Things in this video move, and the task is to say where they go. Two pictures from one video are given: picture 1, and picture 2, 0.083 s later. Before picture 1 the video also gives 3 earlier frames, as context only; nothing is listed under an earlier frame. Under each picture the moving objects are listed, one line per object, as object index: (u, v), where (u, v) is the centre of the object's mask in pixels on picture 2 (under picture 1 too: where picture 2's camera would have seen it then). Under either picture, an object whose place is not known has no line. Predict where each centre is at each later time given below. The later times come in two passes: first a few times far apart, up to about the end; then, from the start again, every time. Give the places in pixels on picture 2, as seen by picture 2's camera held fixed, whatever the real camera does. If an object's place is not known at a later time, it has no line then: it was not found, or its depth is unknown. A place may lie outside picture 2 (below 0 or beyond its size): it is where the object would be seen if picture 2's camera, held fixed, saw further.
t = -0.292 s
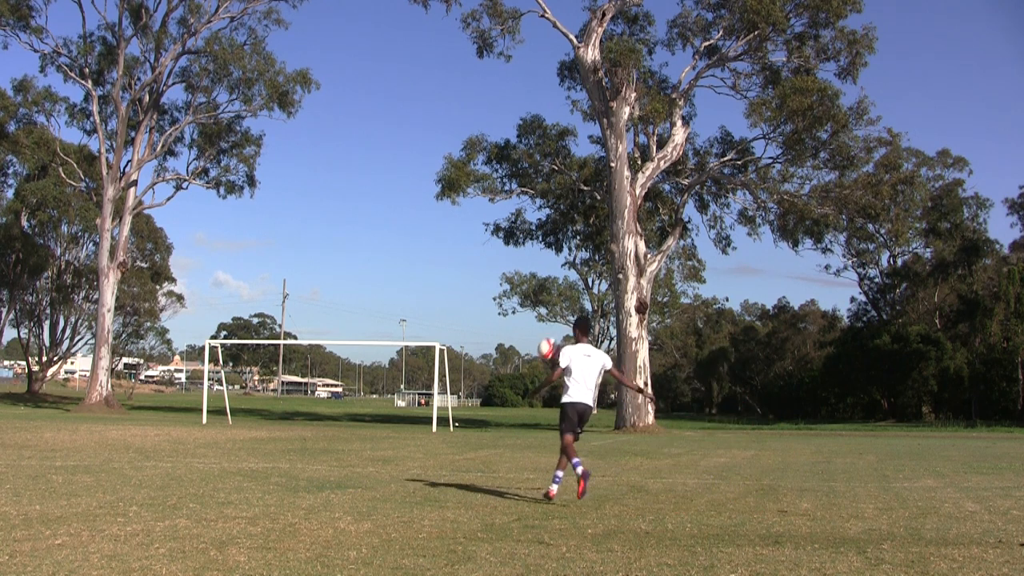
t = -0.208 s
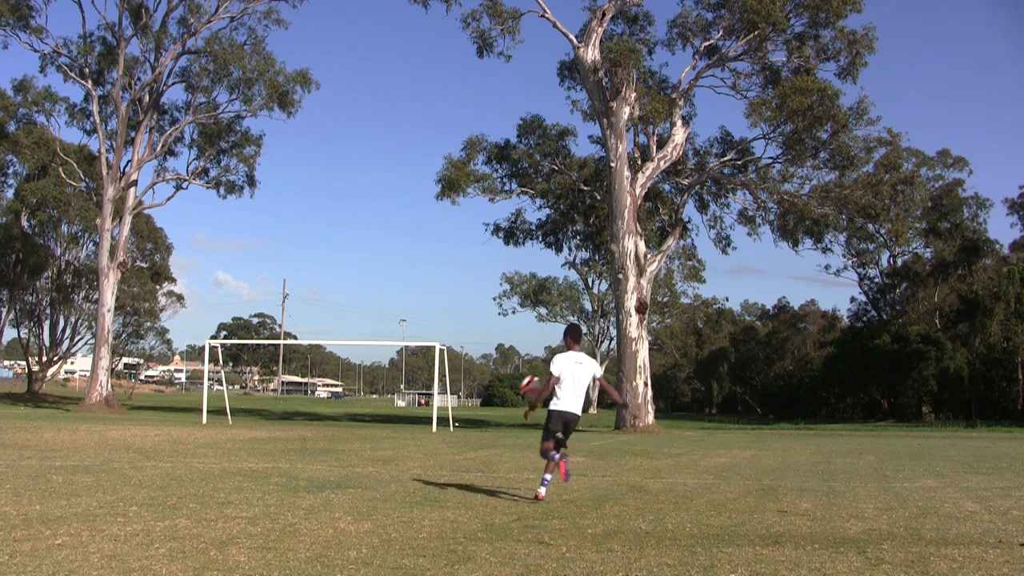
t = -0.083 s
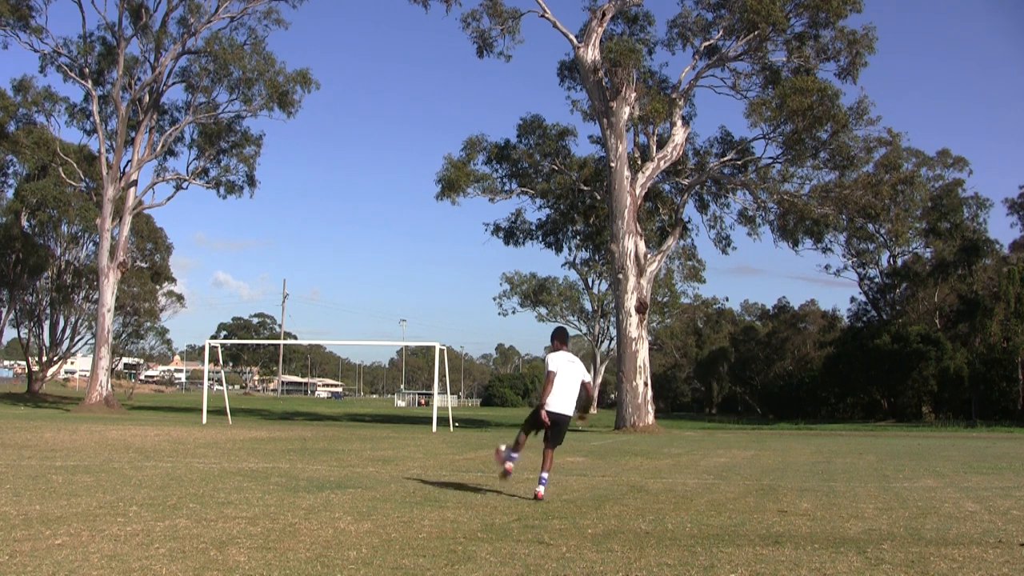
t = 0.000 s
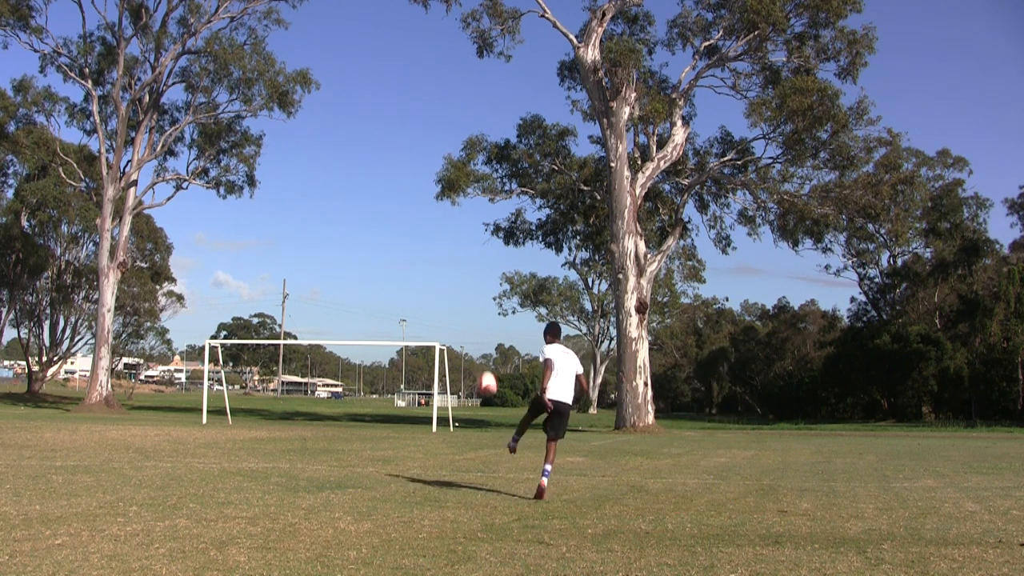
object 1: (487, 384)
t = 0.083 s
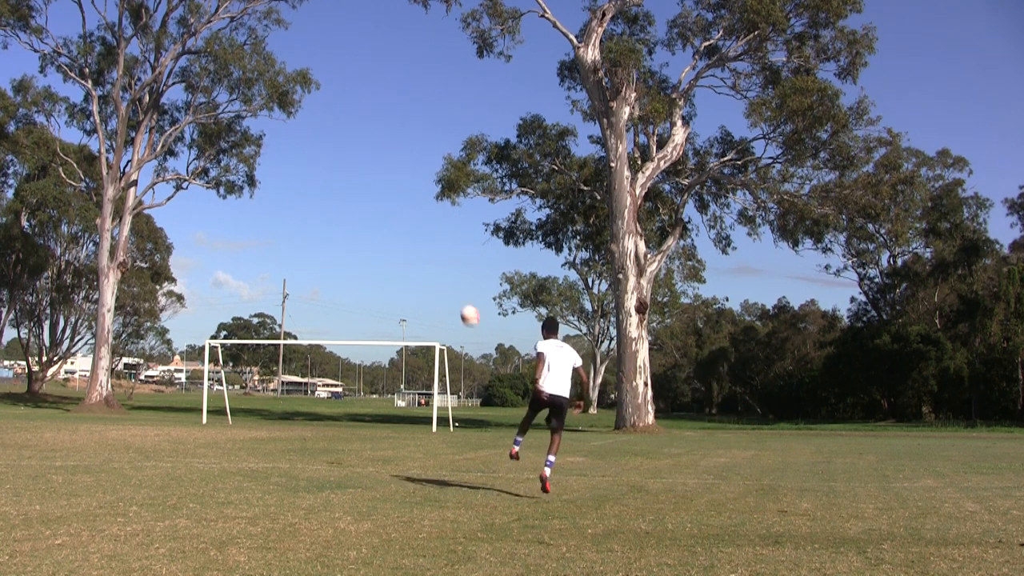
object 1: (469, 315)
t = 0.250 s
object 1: (439, 223)
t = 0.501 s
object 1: (399, 152)
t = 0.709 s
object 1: (370, 133)
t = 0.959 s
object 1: (340, 140)
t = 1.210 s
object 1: (313, 169)
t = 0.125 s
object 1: (461, 287)
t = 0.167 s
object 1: (453, 263)
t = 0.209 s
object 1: (446, 241)
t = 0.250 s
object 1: (439, 223)
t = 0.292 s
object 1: (432, 206)
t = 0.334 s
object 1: (424, 192)
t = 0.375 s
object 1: (418, 179)
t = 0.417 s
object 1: (411, 169)
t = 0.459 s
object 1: (405, 160)
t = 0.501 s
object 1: (399, 152)
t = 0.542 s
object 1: (393, 146)
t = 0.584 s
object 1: (387, 141)
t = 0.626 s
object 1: (381, 137)
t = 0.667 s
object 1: (375, 135)
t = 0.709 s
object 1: (370, 133)
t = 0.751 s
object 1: (365, 132)
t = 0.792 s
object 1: (360, 132)
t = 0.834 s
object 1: (354, 133)
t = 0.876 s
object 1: (349, 134)
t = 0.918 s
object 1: (344, 137)
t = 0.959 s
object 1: (340, 140)
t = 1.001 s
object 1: (335, 143)
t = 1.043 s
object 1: (330, 148)
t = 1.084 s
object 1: (326, 152)
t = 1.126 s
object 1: (321, 158)
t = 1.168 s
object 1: (317, 164)
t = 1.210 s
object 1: (313, 169)
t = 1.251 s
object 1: (309, 176)
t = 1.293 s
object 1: (304, 183)
